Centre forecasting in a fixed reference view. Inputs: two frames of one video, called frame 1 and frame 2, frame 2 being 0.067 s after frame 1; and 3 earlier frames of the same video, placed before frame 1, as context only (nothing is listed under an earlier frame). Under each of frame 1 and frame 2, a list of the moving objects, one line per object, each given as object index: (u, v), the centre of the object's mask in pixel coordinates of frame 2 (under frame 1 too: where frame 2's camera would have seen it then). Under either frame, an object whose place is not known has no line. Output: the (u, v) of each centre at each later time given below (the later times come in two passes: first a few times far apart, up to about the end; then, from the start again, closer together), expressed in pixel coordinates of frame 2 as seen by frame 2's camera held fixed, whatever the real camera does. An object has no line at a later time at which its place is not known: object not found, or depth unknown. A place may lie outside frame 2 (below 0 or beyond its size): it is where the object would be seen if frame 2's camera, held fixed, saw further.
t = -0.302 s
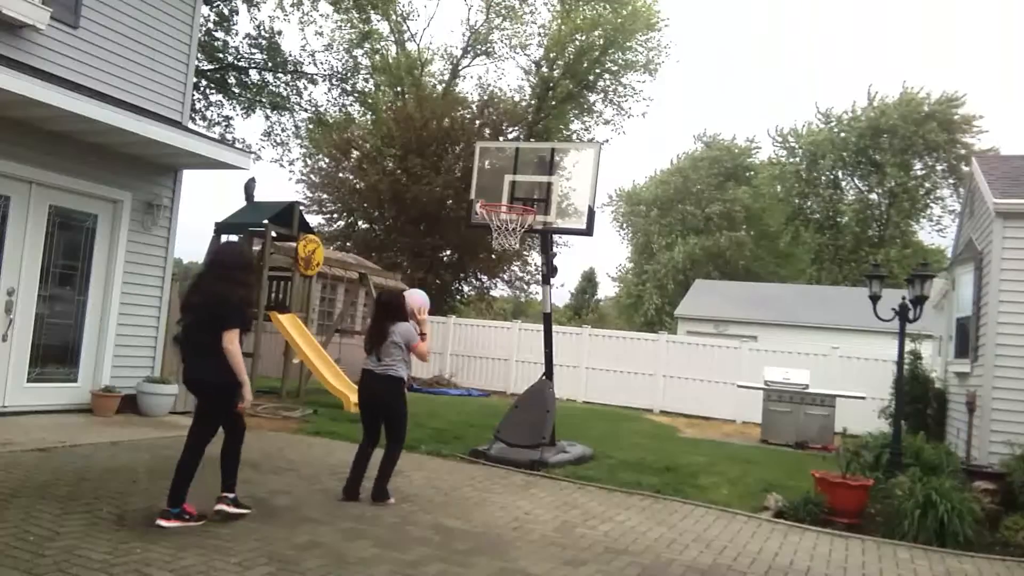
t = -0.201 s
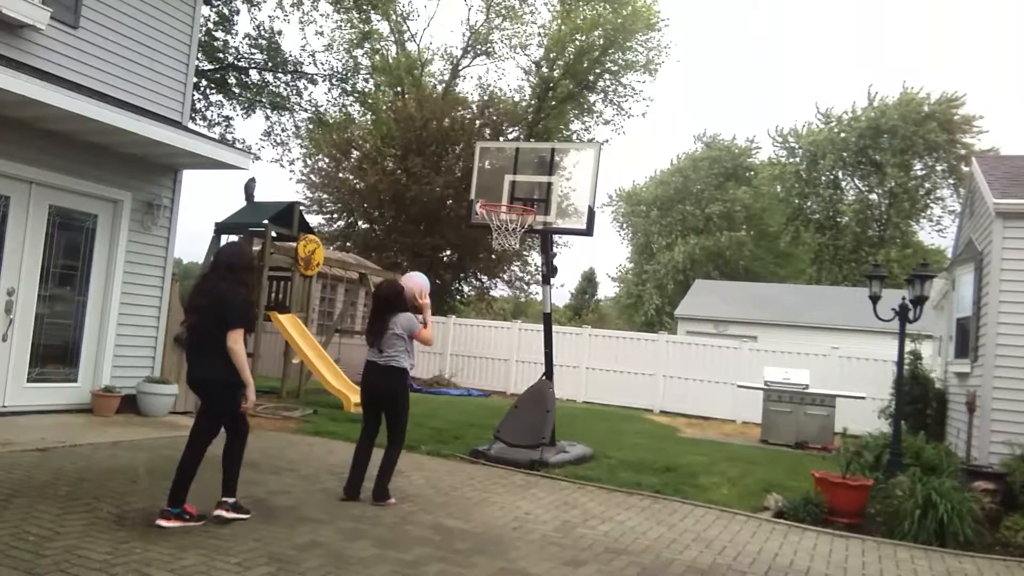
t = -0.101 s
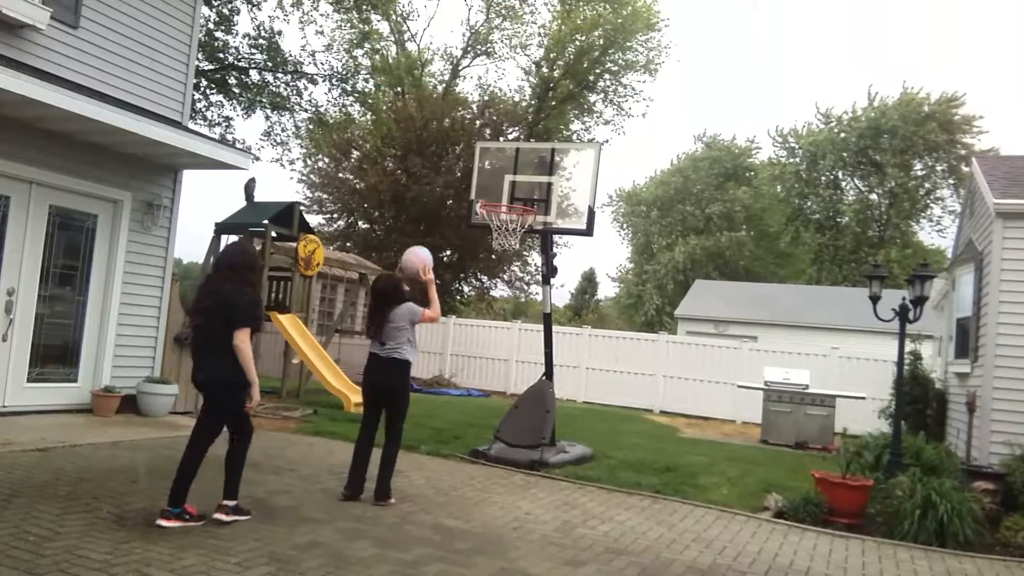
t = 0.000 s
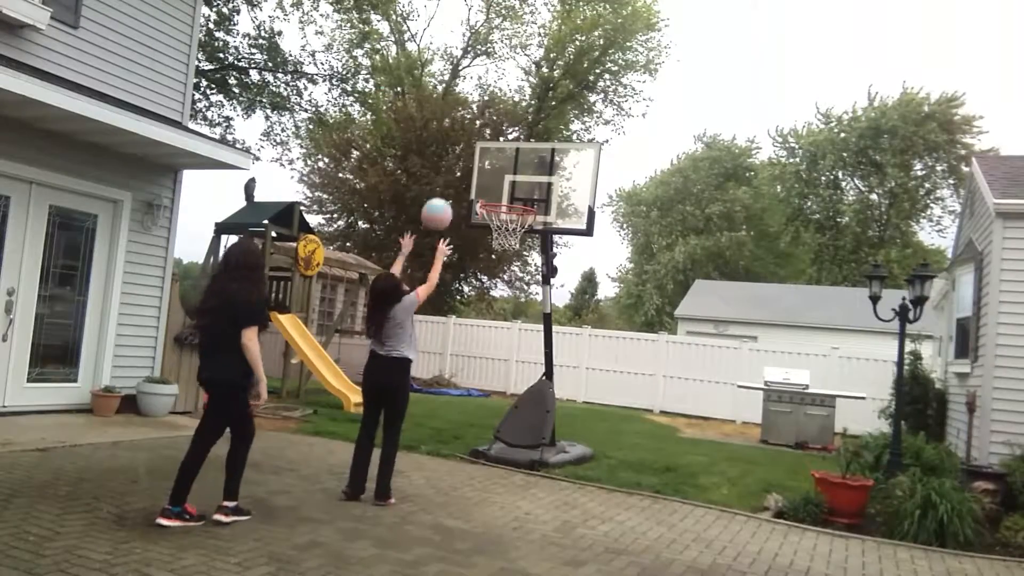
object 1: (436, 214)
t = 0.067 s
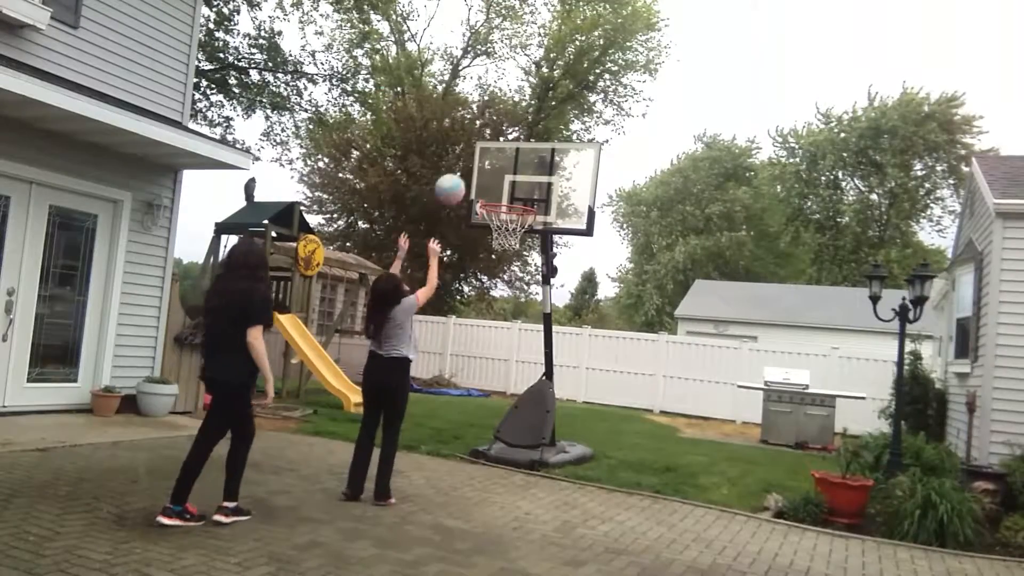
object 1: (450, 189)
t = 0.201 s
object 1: (473, 160)
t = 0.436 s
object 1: (502, 164)
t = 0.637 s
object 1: (519, 212)
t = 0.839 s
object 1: (492, 233)
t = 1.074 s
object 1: (492, 257)
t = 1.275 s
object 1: (490, 323)
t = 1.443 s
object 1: (484, 411)
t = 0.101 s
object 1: (456, 179)
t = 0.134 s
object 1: (461, 171)
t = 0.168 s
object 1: (467, 164)
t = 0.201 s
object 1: (473, 160)
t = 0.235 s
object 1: (477, 157)
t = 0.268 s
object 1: (482, 154)
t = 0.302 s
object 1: (486, 153)
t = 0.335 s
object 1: (490, 153)
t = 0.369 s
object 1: (495, 155)
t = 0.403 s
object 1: (498, 159)
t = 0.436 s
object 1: (502, 164)
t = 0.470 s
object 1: (506, 169)
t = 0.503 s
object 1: (509, 176)
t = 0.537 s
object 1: (512, 184)
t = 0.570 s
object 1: (515, 193)
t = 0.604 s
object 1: (517, 202)
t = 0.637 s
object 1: (519, 212)
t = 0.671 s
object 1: (513, 218)
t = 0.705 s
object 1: (506, 225)
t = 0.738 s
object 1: (499, 232)
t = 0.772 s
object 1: (494, 234)
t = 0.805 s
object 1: (493, 234)
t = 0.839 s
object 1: (492, 233)
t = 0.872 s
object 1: (493, 233)
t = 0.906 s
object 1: (492, 234)
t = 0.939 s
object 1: (493, 236)
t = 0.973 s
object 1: (492, 240)
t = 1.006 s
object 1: (492, 245)
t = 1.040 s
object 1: (492, 250)
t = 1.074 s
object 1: (492, 257)
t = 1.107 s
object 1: (492, 265)
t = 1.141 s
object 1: (491, 274)
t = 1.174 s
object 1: (491, 284)
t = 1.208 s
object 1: (491, 296)
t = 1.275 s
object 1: (490, 323)
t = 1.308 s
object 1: (488, 340)
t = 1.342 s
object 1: (487, 356)
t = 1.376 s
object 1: (486, 374)
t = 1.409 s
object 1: (487, 390)
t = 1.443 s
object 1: (484, 411)
